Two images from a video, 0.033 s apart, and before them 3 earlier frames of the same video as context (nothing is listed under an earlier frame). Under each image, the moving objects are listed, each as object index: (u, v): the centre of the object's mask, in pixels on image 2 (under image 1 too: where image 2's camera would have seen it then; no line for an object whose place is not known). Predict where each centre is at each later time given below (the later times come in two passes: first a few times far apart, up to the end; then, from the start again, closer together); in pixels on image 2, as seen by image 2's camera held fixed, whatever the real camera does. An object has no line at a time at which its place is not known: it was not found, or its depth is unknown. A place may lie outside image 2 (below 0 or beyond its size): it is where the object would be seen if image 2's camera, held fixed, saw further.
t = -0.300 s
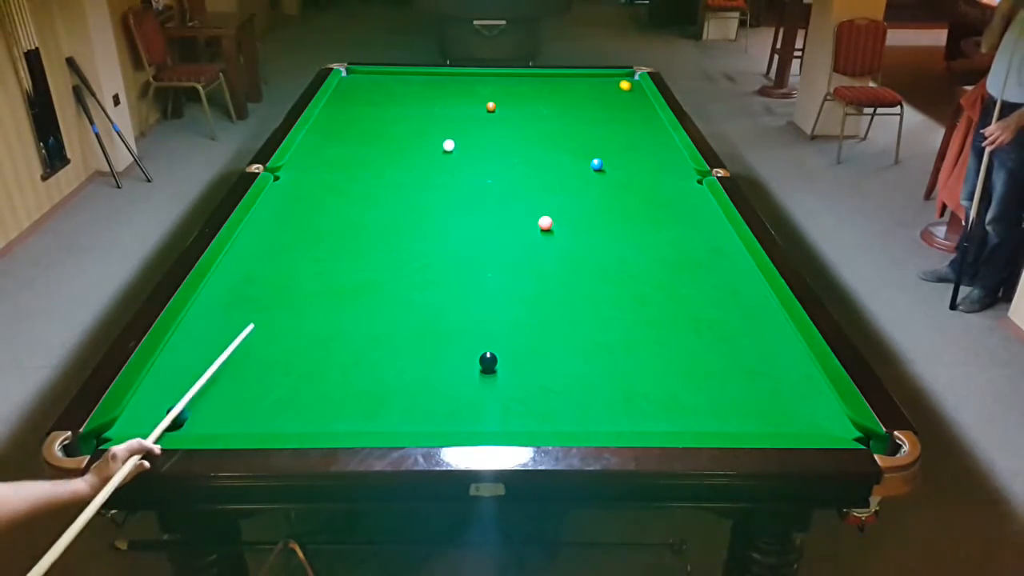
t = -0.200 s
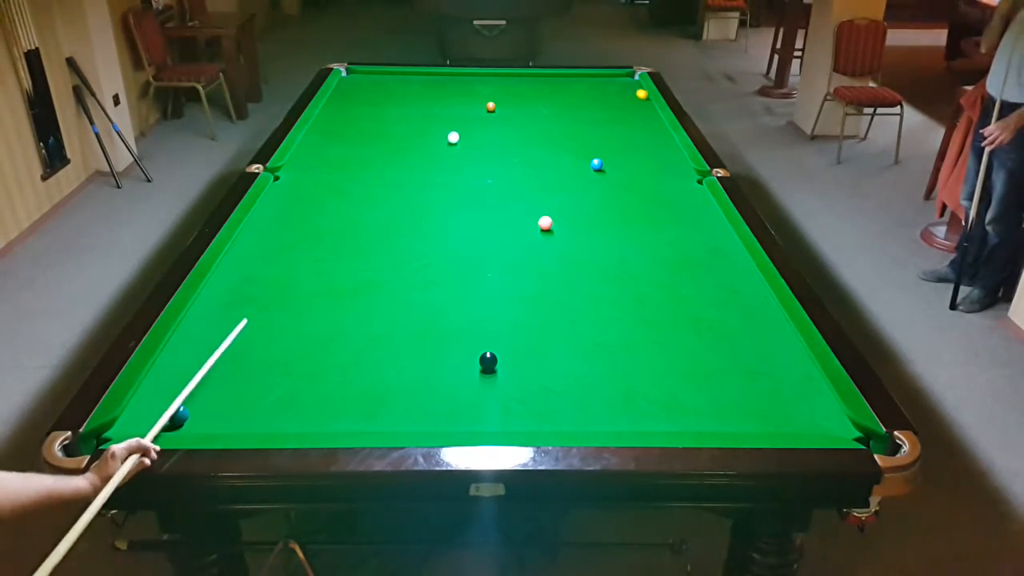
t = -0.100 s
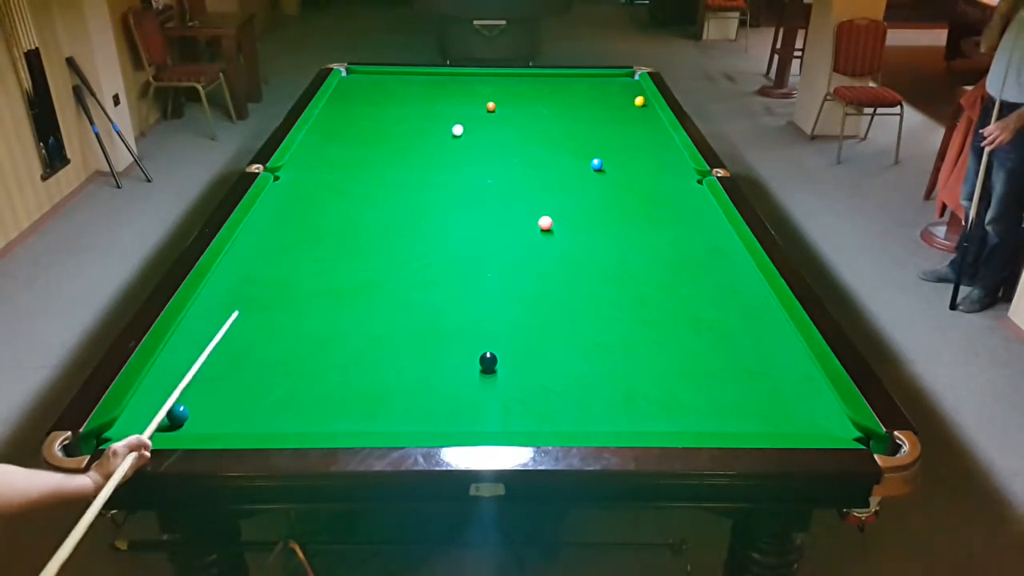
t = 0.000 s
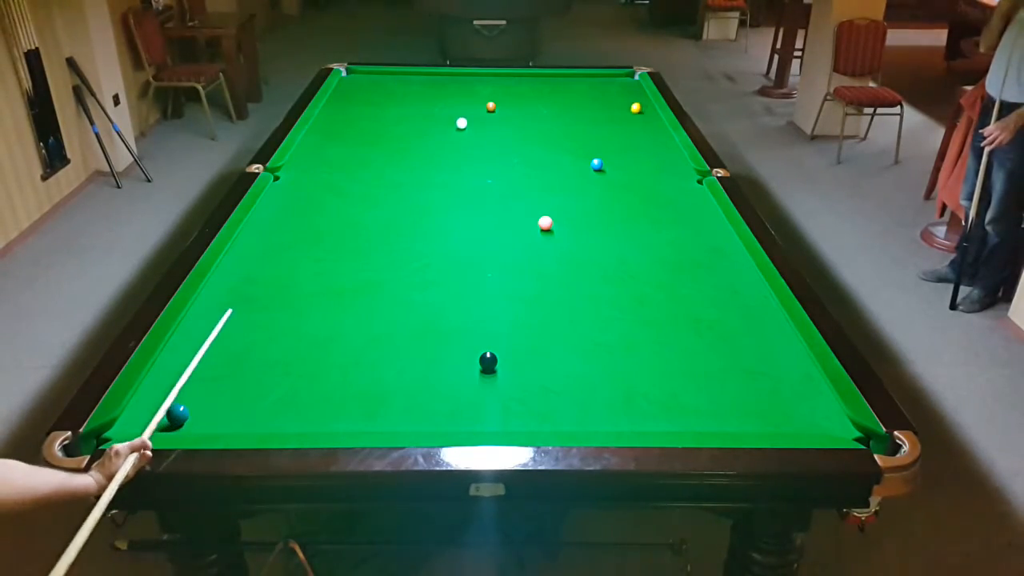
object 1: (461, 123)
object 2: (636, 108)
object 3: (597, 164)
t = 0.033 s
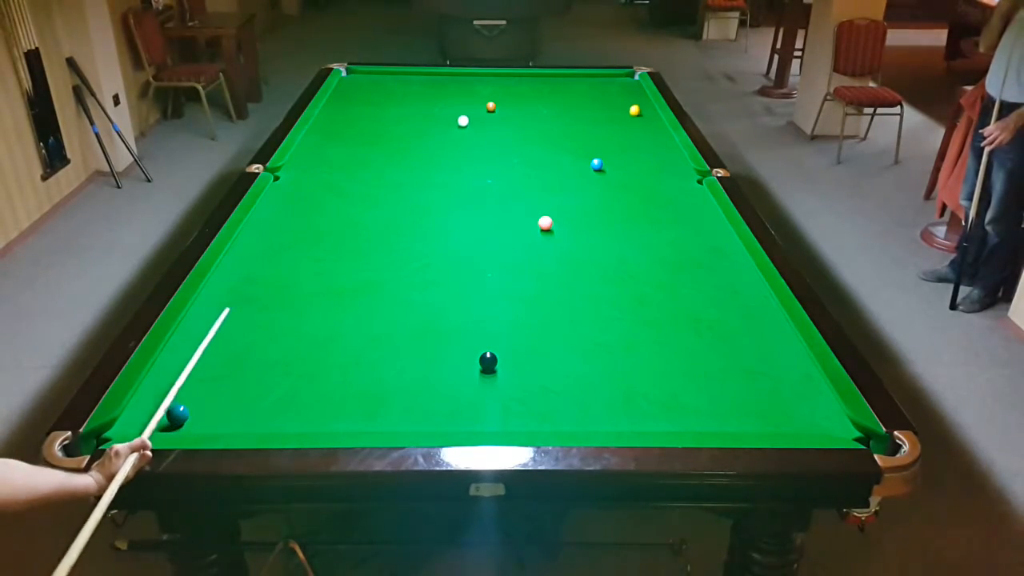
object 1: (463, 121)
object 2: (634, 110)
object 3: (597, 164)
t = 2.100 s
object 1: (505, 107)
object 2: (725, 285)
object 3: (437, 195)
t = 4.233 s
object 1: (530, 166)
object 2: (783, 423)
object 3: (257, 227)
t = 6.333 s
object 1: (541, 200)
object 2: (764, 424)
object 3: (266, 232)
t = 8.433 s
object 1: (541, 202)
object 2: (764, 424)
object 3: (266, 233)
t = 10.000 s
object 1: (541, 202)
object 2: (764, 424)
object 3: (266, 233)
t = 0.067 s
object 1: (464, 119)
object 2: (633, 113)
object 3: (597, 164)
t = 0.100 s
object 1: (465, 117)
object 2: (632, 115)
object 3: (597, 164)
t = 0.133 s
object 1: (466, 115)
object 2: (630, 117)
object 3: (597, 164)
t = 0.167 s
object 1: (468, 112)
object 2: (629, 120)
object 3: (597, 164)
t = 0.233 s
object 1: (470, 108)
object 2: (626, 125)
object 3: (597, 164)
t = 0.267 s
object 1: (471, 106)
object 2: (625, 127)
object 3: (597, 164)
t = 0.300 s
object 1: (473, 104)
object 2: (623, 130)
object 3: (597, 164)
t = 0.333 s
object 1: (474, 102)
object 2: (622, 133)
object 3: (597, 164)
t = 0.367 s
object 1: (475, 101)
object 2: (621, 135)
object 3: (597, 164)
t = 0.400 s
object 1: (476, 99)
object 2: (619, 138)
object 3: (597, 164)
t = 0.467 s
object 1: (478, 95)
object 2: (616, 144)
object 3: (597, 164)
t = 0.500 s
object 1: (479, 94)
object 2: (615, 146)
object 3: (597, 164)
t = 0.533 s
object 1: (480, 92)
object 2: (613, 149)
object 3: (597, 164)
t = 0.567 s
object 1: (481, 90)
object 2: (611, 152)
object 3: (597, 164)
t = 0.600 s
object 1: (482, 89)
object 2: (610, 155)
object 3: (596, 164)
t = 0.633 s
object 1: (483, 87)
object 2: (608, 158)
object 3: (596, 164)
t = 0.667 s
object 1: (484, 86)
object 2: (607, 161)
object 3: (596, 164)
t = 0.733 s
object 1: (486, 82)
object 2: (612, 166)
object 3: (588, 166)
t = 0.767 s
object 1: (487, 81)
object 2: (614, 168)
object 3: (584, 167)
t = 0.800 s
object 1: (488, 80)
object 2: (617, 171)
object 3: (580, 168)
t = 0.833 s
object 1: (489, 78)
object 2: (619, 173)
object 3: (576, 168)
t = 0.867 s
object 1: (489, 77)
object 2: (621, 176)
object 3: (572, 169)
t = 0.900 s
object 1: (490, 75)
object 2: (624, 178)
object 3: (569, 170)
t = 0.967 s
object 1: (492, 74)
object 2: (628, 183)
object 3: (561, 171)
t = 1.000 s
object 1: (492, 75)
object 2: (631, 186)
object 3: (557, 172)
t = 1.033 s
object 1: (492, 76)
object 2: (633, 188)
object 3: (553, 173)
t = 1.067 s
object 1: (493, 77)
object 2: (635, 191)
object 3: (550, 173)
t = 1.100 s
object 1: (493, 78)
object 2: (638, 193)
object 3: (546, 174)
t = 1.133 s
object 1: (493, 79)
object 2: (640, 196)
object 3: (542, 175)
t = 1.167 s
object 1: (494, 80)
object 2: (643, 199)
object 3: (538, 176)
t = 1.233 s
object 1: (495, 82)
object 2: (648, 204)
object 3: (530, 177)
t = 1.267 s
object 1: (495, 83)
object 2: (650, 207)
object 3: (527, 178)
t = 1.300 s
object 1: (496, 84)
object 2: (653, 210)
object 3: (523, 179)
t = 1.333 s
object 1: (496, 84)
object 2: (656, 213)
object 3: (519, 179)
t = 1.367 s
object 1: (496, 86)
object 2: (658, 216)
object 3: (516, 180)
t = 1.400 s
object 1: (497, 87)
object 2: (661, 218)
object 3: (512, 181)
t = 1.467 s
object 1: (498, 88)
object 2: (667, 224)
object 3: (505, 182)
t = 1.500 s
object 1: (498, 90)
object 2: (670, 227)
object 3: (501, 183)
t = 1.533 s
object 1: (498, 90)
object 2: (672, 230)
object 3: (497, 184)
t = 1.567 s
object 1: (499, 91)
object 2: (675, 233)
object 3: (493, 185)
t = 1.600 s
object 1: (499, 92)
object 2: (678, 236)
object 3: (490, 185)
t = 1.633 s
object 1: (500, 93)
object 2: (681, 240)
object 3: (486, 186)
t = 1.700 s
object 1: (500, 95)
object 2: (687, 246)
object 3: (479, 187)
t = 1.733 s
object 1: (501, 96)
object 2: (690, 249)
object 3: (475, 188)
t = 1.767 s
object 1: (501, 97)
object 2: (693, 252)
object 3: (472, 189)
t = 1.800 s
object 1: (502, 98)
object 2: (696, 256)
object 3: (468, 190)
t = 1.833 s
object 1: (502, 99)
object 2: (699, 259)
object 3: (465, 190)
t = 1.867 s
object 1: (502, 100)
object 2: (702, 262)
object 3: (461, 191)
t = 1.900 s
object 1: (503, 101)
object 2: (705, 266)
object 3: (457, 191)
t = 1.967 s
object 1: (504, 103)
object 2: (712, 273)
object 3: (450, 193)
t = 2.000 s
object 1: (504, 104)
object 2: (715, 276)
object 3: (447, 194)
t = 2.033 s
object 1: (505, 105)
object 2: (719, 280)
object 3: (443, 194)
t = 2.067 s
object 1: (505, 106)
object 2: (722, 283)
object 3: (440, 195)
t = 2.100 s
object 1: (505, 107)
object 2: (725, 285)
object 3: (437, 195)
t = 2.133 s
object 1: (505, 108)
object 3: (433, 196)
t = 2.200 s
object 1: (506, 110)
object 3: (426, 197)
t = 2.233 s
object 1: (507, 111)
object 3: (423, 198)
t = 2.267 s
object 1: (507, 112)
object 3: (419, 199)
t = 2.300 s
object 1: (507, 113)
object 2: (746, 310)
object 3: (416, 199)
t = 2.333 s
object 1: (508, 114)
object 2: (750, 314)
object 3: (413, 200)
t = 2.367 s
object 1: (508, 115)
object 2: (753, 318)
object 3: (409, 200)
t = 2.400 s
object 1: (509, 116)
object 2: (757, 322)
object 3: (406, 201)
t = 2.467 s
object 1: (509, 118)
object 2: (764, 330)
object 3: (399, 202)
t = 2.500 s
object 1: (510, 119)
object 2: (768, 335)
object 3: (396, 203)
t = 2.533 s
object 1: (510, 120)
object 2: (772, 339)
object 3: (393, 203)
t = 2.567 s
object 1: (510, 121)
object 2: (776, 343)
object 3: (390, 204)
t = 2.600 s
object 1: (511, 122)
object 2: (780, 348)
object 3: (386, 205)
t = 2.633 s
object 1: (511, 123)
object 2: (784, 352)
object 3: (383, 205)
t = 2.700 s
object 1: (512, 124)
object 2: (792, 361)
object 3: (377, 206)
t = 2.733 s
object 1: (512, 125)
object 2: (796, 366)
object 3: (374, 207)
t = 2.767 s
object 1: (513, 126)
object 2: (800, 371)
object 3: (370, 207)
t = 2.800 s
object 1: (513, 127)
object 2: (804, 375)
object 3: (367, 208)
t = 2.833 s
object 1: (513, 128)
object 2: (808, 380)
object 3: (364, 208)
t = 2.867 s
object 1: (514, 129)
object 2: (812, 385)
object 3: (361, 209)
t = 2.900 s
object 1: (514, 130)
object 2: (817, 390)
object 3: (358, 209)
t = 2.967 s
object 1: (515, 132)
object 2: (826, 400)
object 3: (352, 211)
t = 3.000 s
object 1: (515, 133)
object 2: (829, 405)
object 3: (350, 211)
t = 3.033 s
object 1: (516, 134)
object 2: (831, 410)
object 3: (347, 212)
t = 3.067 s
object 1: (516, 135)
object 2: (833, 415)
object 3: (344, 212)
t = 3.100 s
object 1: (517, 136)
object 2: (835, 420)
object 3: (341, 212)
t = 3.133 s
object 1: (517, 137)
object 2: (838, 424)
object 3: (338, 213)
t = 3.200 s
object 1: (518, 139)
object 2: (842, 431)
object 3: (332, 214)
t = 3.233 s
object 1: (518, 139)
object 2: (845, 430)
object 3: (329, 214)
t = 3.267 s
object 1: (519, 141)
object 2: (847, 429)
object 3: (327, 215)
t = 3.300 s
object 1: (519, 141)
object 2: (849, 428)
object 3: (324, 215)
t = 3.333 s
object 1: (519, 142)
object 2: (848, 427)
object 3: (322, 216)
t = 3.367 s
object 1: (520, 143)
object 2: (845, 427)
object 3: (319, 216)
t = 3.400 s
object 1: (520, 144)
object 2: (842, 427)
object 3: (316, 217)
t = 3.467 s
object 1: (521, 146)
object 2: (836, 427)
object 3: (311, 218)
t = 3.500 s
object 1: (521, 147)
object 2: (833, 427)
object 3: (308, 218)
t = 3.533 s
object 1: (522, 148)
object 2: (830, 427)
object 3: (306, 218)
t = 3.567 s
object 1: (522, 149)
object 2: (827, 427)
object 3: (303, 219)
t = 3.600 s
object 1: (523, 150)
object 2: (821, 427)
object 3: (298, 220)
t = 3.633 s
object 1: (523, 151)
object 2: (819, 427)
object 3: (296, 220)
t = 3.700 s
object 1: (524, 153)
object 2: (814, 426)
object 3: (291, 221)
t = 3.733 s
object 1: (524, 154)
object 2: (811, 426)
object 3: (289, 221)
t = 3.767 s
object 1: (525, 155)
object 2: (809, 426)
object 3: (286, 222)
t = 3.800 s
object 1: (525, 156)
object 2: (807, 426)
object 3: (284, 222)
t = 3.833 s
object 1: (526, 156)
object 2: (805, 425)
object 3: (281, 223)
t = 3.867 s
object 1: (526, 157)
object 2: (803, 425)
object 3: (279, 223)
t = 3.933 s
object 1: (527, 159)
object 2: (798, 425)
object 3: (275, 224)
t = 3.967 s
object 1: (527, 160)
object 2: (797, 425)
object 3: (273, 224)
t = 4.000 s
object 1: (527, 161)
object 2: (795, 424)
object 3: (271, 225)
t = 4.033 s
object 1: (528, 162)
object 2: (793, 424)
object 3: (269, 225)
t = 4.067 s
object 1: (528, 162)
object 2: (791, 424)
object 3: (266, 225)
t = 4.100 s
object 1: (529, 163)
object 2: (790, 424)
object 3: (264, 226)
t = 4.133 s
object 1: (529, 164)
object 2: (788, 424)
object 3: (262, 226)
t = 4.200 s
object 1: (530, 166)
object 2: (785, 424)
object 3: (259, 227)
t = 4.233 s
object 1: (530, 166)
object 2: (783, 423)
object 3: (257, 227)
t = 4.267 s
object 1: (530, 167)
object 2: (782, 423)
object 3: (255, 227)
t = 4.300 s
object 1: (530, 168)
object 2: (781, 423)
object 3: (253, 228)
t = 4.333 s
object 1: (531, 169)
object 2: (779, 423)
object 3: (251, 228)
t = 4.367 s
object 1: (531, 169)
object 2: (778, 423)
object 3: (250, 228)
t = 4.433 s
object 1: (531, 171)
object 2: (776, 423)
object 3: (251, 229)
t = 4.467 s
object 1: (532, 172)
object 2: (775, 423)
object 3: (252, 229)
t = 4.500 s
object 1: (532, 172)
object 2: (774, 423)
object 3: (252, 229)
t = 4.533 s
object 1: (532, 173)
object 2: (773, 423)
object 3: (253, 229)
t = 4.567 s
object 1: (532, 174)
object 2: (772, 423)
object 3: (254, 230)
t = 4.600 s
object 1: (532, 175)
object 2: (771, 423)
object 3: (255, 230)
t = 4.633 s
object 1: (533, 175)
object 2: (770, 423)
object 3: (255, 230)
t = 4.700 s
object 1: (533, 177)
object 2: (769, 423)
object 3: (257, 230)
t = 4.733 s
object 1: (533, 177)
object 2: (768, 423)
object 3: (257, 231)
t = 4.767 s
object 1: (534, 178)
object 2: (767, 423)
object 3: (258, 231)
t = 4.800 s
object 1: (534, 179)
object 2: (766, 423)
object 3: (259, 231)
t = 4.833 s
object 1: (534, 180)
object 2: (766, 423)
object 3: (259, 231)
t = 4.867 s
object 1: (534, 180)
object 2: (766, 423)
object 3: (260, 231)
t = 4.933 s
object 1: (535, 181)
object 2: (765, 423)
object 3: (261, 231)
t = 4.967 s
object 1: (535, 182)
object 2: (764, 423)
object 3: (261, 231)
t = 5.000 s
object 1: (535, 183)
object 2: (764, 424)
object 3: (262, 231)
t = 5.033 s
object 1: (535, 183)
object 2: (764, 424)
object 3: (262, 232)
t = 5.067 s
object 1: (536, 184)
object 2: (764, 424)
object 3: (263, 232)
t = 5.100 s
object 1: (536, 184)
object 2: (764, 424)
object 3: (263, 232)
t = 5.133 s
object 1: (536, 185)
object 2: (763, 424)
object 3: (264, 232)
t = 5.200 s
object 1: (536, 186)
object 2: (764, 424)
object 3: (264, 232)
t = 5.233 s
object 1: (537, 187)
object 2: (764, 424)
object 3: (265, 232)
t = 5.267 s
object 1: (537, 187)
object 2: (764, 424)
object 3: (265, 232)
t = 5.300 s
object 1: (537, 188)
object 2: (764, 424)
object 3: (265, 232)
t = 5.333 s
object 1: (537, 188)
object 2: (764, 424)
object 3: (265, 232)
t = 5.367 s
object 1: (537, 189)
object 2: (764, 424)
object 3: (266, 232)
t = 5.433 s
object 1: (538, 190)
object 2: (764, 424)
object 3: (266, 232)
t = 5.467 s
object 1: (538, 190)
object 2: (764, 424)
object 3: (266, 232)
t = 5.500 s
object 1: (538, 191)
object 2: (764, 424)
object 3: (266, 232)
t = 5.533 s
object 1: (538, 191)
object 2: (764, 424)
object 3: (266, 232)
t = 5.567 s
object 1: (538, 192)
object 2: (764, 424)
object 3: (266, 232)
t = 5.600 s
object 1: (539, 192)
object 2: (764, 424)
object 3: (266, 232)
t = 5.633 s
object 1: (539, 193)
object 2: (764, 424)
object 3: (266, 232)
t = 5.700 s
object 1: (539, 193)
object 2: (764, 424)
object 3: (266, 232)
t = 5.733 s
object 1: (539, 194)
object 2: (764, 424)
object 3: (266, 232)
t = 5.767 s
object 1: (539, 194)
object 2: (764, 424)
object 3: (266, 232)
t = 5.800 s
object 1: (539, 195)
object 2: (764, 424)
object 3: (266, 232)
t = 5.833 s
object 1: (540, 195)
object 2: (764, 424)
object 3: (266, 232)
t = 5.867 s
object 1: (540, 196)
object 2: (764, 424)
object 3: (266, 232)
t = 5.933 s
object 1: (540, 196)
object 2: (764, 424)
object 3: (266, 232)
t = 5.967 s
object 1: (540, 197)
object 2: (764, 424)
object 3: (266, 232)
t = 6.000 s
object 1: (540, 197)
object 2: (764, 424)
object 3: (266, 232)
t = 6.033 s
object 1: (540, 197)
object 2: (764, 424)
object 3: (266, 232)
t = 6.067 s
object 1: (540, 198)
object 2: (764, 424)
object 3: (266, 232)
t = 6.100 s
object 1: (540, 198)
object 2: (764, 424)
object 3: (266, 233)
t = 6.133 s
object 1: (540, 198)
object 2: (764, 424)
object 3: (266, 233)
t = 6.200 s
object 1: (541, 199)
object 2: (764, 424)
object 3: (267, 232)
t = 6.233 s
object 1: (541, 199)
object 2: (764, 424)
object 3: (267, 232)
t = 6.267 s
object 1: (541, 199)
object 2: (764, 424)
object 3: (267, 232)
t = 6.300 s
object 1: (541, 199)
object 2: (764, 424)
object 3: (267, 232)
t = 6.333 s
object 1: (541, 200)
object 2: (764, 424)
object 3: (266, 232)
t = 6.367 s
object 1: (541, 200)
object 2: (764, 424)
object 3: (266, 232)
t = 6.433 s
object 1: (541, 200)
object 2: (764, 424)
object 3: (266, 232)
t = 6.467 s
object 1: (541, 200)
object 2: (764, 424)
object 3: (266, 233)
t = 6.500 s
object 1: (541, 201)
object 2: (764, 424)
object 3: (266, 232)
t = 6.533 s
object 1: (541, 201)
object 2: (764, 424)
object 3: (266, 232)
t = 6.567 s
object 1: (541, 201)
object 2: (764, 424)
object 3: (266, 232)
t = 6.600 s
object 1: (541, 201)
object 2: (764, 424)
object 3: (266, 233)
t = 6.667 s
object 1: (541, 201)
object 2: (764, 424)
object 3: (266, 233)
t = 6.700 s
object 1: (541, 201)
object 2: (764, 424)
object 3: (266, 233)
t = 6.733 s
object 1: (541, 202)
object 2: (764, 424)
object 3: (266, 233)
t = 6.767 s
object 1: (541, 202)
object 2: (764, 424)
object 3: (266, 233)
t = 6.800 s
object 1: (541, 202)
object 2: (764, 424)
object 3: (266, 233)
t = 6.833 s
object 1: (541, 202)
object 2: (764, 424)
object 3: (266, 233)
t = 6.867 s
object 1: (541, 202)
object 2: (764, 424)
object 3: (266, 233)
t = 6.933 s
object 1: (541, 202)
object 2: (764, 424)
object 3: (266, 233)
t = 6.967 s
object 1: (541, 202)
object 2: (764, 424)
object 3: (266, 233)
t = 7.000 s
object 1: (541, 202)
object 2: (764, 424)
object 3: (266, 233)
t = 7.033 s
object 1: (541, 202)
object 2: (764, 424)
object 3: (266, 233)
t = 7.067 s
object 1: (541, 202)
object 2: (764, 424)
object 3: (266, 233)
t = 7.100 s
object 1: (541, 202)
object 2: (764, 424)
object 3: (266, 232)
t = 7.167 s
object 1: (541, 202)
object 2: (764, 424)
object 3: (266, 232)
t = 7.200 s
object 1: (541, 202)
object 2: (764, 424)
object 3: (266, 233)
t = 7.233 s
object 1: (541, 202)
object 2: (764, 424)
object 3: (266, 233)
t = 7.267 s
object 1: (541, 202)
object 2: (764, 424)
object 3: (266, 233)
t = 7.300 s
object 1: (541, 202)
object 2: (764, 424)
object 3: (266, 233)
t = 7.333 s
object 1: (541, 202)
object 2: (764, 424)
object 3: (266, 233)
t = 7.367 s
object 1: (541, 202)
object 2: (764, 424)
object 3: (266, 233)
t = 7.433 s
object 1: (541, 202)
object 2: (764, 424)
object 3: (266, 233)
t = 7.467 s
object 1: (541, 202)
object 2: (764, 424)
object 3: (266, 233)
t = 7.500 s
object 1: (541, 202)
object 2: (764, 424)
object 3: (266, 233)
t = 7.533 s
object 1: (541, 202)
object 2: (764, 424)
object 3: (266, 233)
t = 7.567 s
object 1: (541, 202)
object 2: (764, 424)
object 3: (266, 233)
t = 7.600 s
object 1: (541, 202)
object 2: (764, 424)
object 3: (266, 233)
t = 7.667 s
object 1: (541, 202)
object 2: (764, 424)
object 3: (266, 233)
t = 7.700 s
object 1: (541, 202)
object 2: (764, 424)
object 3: (266, 232)
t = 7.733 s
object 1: (541, 202)
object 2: (764, 424)
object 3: (266, 233)
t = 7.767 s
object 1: (541, 202)
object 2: (764, 424)
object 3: (266, 233)
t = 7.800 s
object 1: (541, 202)
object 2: (764, 424)
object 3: (266, 233)
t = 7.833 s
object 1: (541, 202)
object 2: (764, 424)
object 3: (266, 233)
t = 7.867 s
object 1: (541, 202)
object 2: (764, 424)
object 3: (266, 233)
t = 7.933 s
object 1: (541, 202)
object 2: (764, 424)
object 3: (266, 233)
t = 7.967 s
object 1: (541, 202)
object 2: (764, 424)
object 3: (266, 233)
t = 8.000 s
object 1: (541, 202)
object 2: (764, 424)
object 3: (266, 233)
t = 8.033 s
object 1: (541, 202)
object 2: (764, 424)
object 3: (266, 233)
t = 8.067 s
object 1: (541, 202)
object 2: (764, 424)
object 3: (266, 233)
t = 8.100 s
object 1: (541, 202)
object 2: (764, 424)
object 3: (266, 233)
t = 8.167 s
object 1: (541, 202)
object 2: (764, 424)
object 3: (266, 233)
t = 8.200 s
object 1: (541, 202)
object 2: (764, 424)
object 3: (266, 233)
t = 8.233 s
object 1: (541, 202)
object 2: (764, 424)
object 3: (266, 233)
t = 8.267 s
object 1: (541, 202)
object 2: (764, 424)
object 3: (266, 233)
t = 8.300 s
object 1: (541, 202)
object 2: (764, 424)
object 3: (266, 233)
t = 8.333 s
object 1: (541, 202)
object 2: (764, 424)
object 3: (266, 233)
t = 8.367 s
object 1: (541, 202)
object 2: (764, 424)
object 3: (266, 233)
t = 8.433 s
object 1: (541, 202)
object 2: (764, 424)
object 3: (266, 233)
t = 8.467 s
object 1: (541, 202)
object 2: (764, 424)
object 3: (266, 233)
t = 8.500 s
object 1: (541, 202)
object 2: (764, 424)
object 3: (266, 233)
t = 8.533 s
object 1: (541, 202)
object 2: (764, 424)
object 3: (266, 233)
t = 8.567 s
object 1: (541, 202)
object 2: (764, 424)
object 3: (266, 233)
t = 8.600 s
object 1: (541, 202)
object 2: (764, 424)
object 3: (266, 233)
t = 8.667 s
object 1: (541, 202)
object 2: (764, 424)
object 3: (266, 233)
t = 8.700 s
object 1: (541, 202)
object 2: (764, 424)
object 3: (266, 233)
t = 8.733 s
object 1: (541, 202)
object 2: (764, 424)
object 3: (266, 233)
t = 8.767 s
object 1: (541, 202)
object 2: (764, 424)
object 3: (266, 233)
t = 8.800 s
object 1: (541, 202)
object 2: (764, 424)
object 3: (266, 233)
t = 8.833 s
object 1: (541, 202)
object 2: (764, 424)
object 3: (266, 233)
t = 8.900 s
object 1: (541, 202)
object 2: (764, 424)
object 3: (266, 233)
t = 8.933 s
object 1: (541, 202)
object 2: (764, 424)
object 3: (266, 233)
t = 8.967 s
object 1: (541, 202)
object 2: (764, 424)
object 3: (266, 233)
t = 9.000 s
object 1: (541, 202)
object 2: (764, 424)
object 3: (266, 233)
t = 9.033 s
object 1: (541, 202)
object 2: (764, 424)
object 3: (266, 233)
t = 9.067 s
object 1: (541, 202)
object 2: (764, 424)
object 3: (266, 233)
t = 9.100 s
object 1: (541, 202)
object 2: (764, 424)
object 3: (266, 233)
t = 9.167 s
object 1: (541, 202)
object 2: (764, 424)
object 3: (266, 233)
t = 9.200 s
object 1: (541, 202)
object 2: (764, 424)
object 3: (266, 233)
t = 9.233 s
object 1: (541, 202)
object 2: (764, 424)
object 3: (266, 233)
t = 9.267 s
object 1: (541, 202)
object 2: (764, 424)
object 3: (266, 233)
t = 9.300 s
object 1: (541, 202)
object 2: (764, 424)
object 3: (266, 233)
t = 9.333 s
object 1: (541, 202)
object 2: (764, 424)
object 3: (266, 233)
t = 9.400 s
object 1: (541, 202)
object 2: (764, 424)
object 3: (266, 233)
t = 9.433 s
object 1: (541, 202)
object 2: (764, 424)
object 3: (266, 233)
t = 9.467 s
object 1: (541, 202)
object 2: (764, 424)
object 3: (266, 233)
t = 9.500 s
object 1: (541, 202)
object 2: (764, 424)
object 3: (266, 233)
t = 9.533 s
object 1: (541, 202)
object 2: (764, 424)
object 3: (266, 233)
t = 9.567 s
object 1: (541, 202)
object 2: (764, 424)
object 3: (266, 233)
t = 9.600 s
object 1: (541, 202)
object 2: (764, 424)
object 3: (266, 233)
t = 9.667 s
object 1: (541, 202)
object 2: (764, 424)
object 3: (266, 233)
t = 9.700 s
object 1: (541, 202)
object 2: (764, 424)
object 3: (266, 232)
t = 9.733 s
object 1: (541, 202)
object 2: (764, 424)
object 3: (266, 233)
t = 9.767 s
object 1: (541, 202)
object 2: (764, 424)
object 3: (266, 233)
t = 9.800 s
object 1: (541, 202)
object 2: (764, 424)
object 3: (266, 232)
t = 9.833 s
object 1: (541, 202)
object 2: (764, 424)
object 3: (266, 233)
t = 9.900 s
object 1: (541, 202)
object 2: (764, 424)
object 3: (266, 232)
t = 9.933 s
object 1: (541, 202)
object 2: (764, 424)
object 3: (266, 232)
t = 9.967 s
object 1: (541, 202)
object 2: (764, 424)
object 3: (266, 232)
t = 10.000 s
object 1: (541, 202)
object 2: (764, 424)
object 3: (266, 233)
